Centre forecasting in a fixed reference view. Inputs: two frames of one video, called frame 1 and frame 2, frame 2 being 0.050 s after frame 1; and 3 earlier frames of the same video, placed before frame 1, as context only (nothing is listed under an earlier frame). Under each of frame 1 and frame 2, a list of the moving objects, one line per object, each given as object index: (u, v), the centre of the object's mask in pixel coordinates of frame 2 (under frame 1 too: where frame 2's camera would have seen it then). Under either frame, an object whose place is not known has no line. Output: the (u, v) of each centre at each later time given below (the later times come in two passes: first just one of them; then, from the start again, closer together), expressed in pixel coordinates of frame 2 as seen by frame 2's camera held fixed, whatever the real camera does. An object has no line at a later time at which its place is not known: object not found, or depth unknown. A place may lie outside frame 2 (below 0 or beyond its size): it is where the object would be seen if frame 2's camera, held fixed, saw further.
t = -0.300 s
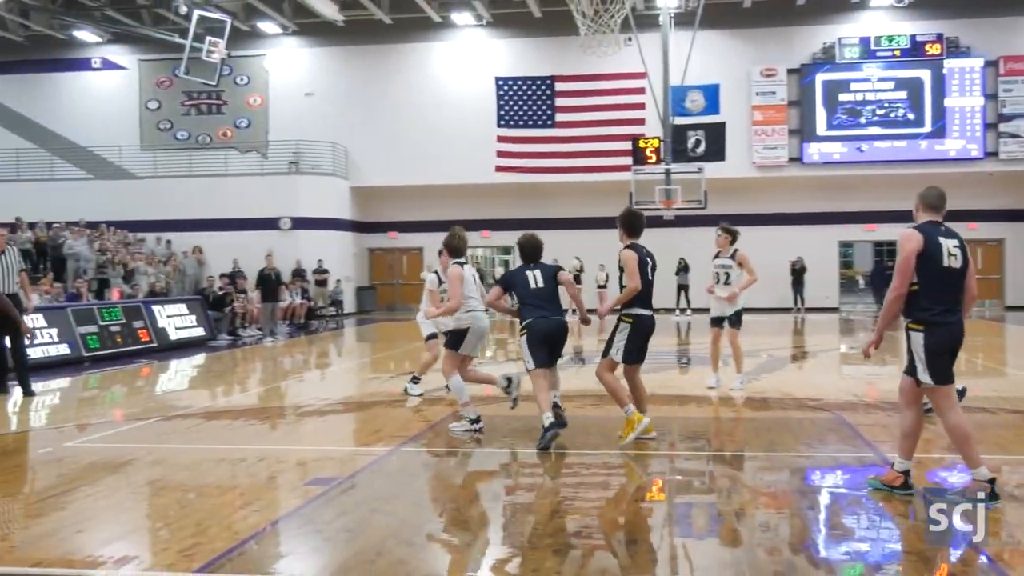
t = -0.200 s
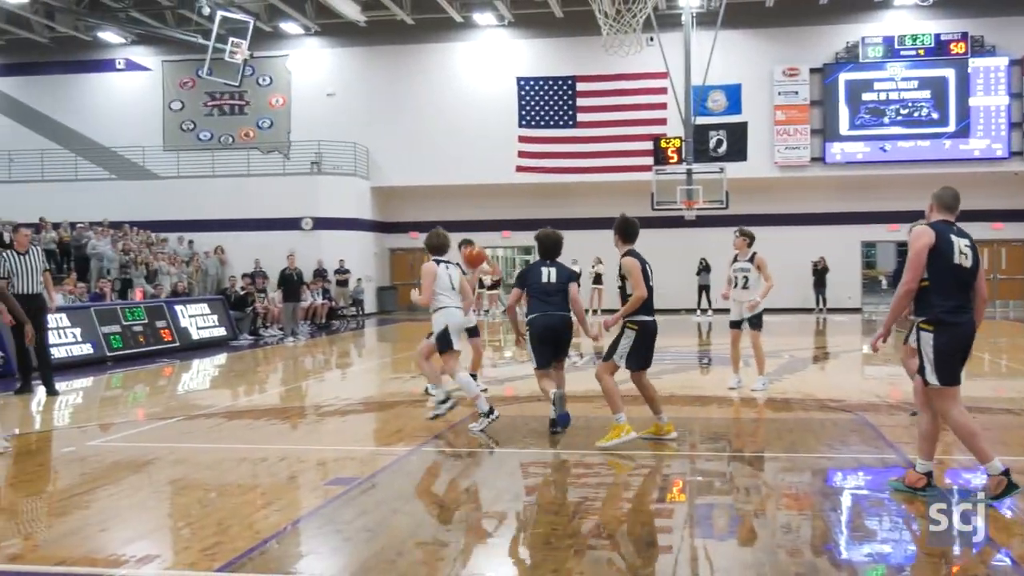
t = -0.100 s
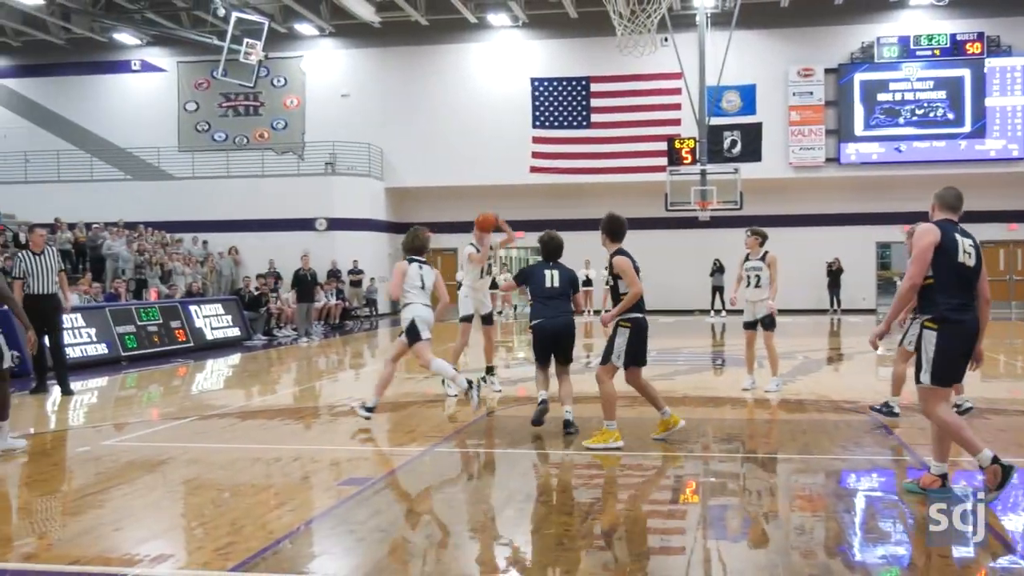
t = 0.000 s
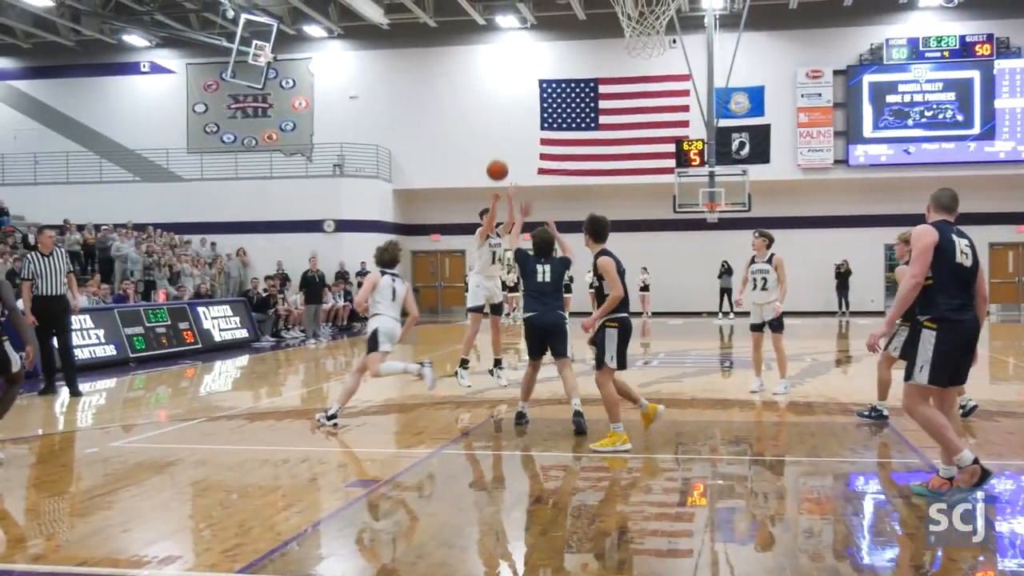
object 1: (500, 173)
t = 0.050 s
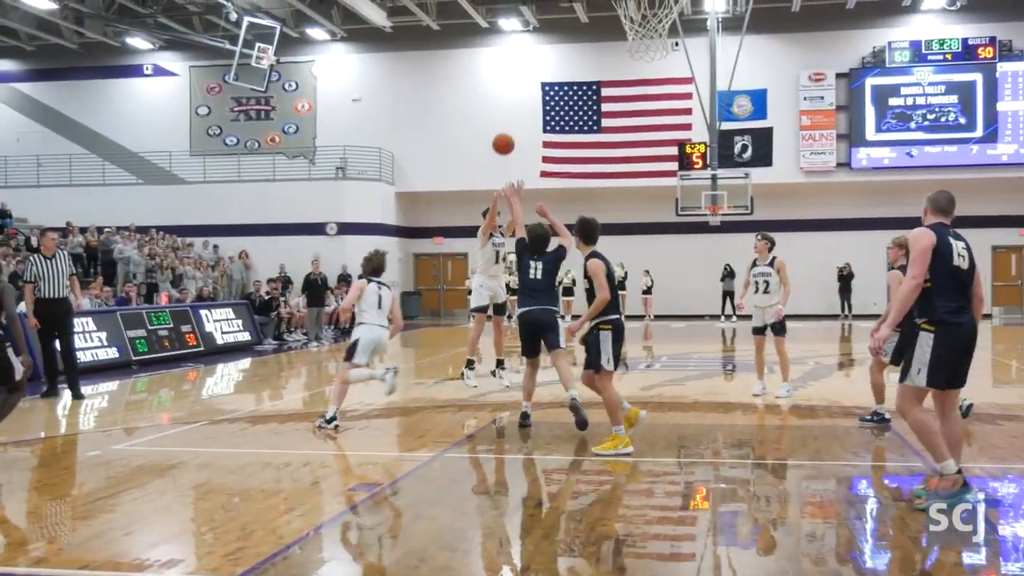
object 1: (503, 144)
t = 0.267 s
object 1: (521, 28)
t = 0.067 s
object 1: (504, 134)
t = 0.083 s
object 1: (505, 125)
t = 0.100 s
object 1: (507, 116)
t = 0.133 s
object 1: (509, 98)
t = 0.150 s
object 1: (510, 89)
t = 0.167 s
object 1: (512, 80)
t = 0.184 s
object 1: (512, 71)
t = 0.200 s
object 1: (514, 62)
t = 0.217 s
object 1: (516, 53)
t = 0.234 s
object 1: (517, 44)
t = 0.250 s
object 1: (519, 36)
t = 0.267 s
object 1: (521, 28)
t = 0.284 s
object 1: (522, 19)
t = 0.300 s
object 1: (525, 15)
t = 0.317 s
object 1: (527, 10)
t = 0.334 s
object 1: (527, 8)
